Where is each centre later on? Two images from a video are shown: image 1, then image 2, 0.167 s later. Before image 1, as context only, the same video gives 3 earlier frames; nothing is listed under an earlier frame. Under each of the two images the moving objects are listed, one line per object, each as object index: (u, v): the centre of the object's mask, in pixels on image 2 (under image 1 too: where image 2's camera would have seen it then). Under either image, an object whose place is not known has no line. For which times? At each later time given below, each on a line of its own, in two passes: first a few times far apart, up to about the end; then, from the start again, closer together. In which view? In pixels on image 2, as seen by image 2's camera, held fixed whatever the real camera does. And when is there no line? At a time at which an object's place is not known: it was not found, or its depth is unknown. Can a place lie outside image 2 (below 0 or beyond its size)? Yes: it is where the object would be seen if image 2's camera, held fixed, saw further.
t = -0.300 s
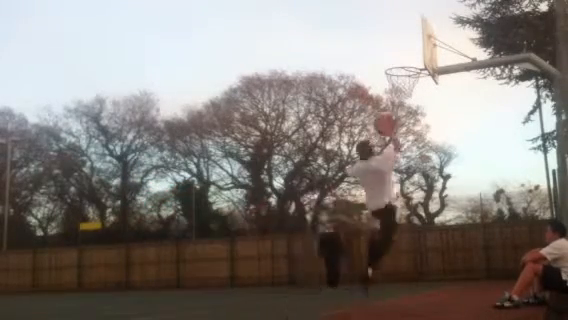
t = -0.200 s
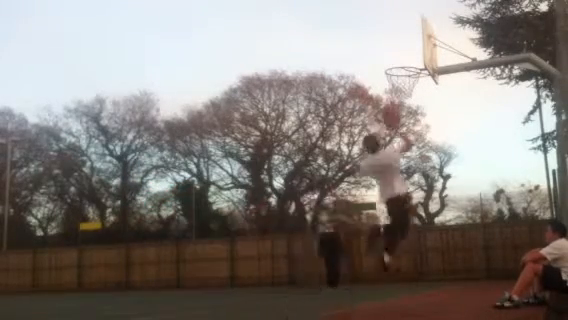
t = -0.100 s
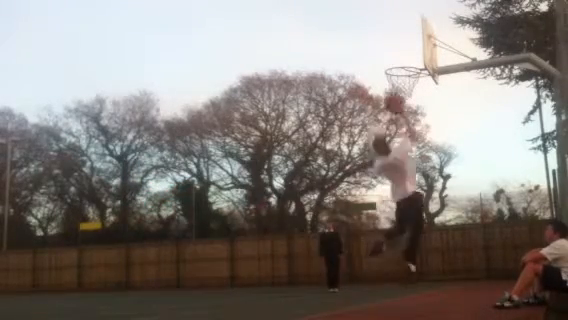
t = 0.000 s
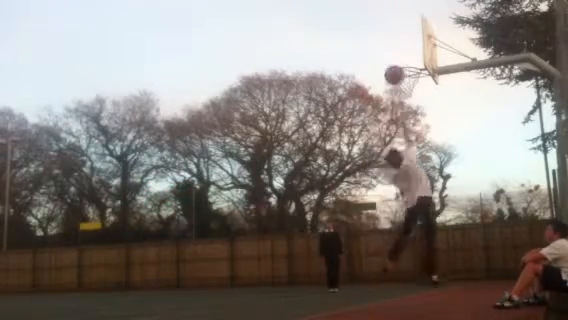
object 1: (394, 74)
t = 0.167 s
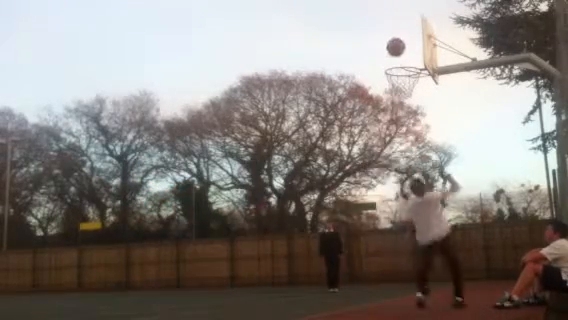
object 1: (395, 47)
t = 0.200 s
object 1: (396, 44)
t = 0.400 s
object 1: (398, 44)
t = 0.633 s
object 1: (402, 62)
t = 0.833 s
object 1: (404, 53)
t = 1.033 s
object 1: (406, 69)
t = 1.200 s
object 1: (400, 97)
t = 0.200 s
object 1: (396, 44)
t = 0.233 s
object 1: (396, 42)
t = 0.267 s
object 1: (397, 41)
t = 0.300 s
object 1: (397, 41)
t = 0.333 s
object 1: (397, 41)
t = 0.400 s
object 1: (398, 44)
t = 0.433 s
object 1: (399, 47)
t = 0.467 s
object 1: (400, 50)
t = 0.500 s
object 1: (401, 54)
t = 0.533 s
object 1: (401, 59)
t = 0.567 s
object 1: (402, 64)
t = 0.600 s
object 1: (403, 65)
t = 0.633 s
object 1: (402, 62)
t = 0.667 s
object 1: (403, 59)
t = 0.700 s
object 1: (403, 56)
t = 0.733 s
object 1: (403, 54)
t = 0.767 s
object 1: (403, 53)
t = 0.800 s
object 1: (403, 53)
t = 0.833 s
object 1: (404, 53)
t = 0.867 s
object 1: (404, 54)
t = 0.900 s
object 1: (405, 56)
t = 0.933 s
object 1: (405, 59)
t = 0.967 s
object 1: (406, 62)
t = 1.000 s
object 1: (407, 67)
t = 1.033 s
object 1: (406, 69)
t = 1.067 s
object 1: (406, 74)
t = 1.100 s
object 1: (404, 79)
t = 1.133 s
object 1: (402, 85)
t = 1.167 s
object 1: (401, 91)
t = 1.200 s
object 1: (400, 97)
